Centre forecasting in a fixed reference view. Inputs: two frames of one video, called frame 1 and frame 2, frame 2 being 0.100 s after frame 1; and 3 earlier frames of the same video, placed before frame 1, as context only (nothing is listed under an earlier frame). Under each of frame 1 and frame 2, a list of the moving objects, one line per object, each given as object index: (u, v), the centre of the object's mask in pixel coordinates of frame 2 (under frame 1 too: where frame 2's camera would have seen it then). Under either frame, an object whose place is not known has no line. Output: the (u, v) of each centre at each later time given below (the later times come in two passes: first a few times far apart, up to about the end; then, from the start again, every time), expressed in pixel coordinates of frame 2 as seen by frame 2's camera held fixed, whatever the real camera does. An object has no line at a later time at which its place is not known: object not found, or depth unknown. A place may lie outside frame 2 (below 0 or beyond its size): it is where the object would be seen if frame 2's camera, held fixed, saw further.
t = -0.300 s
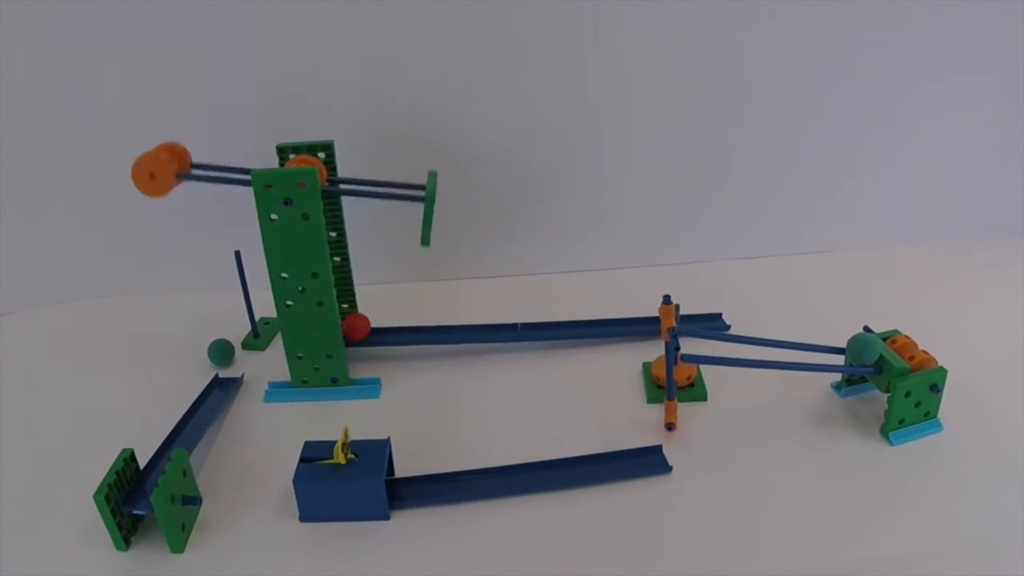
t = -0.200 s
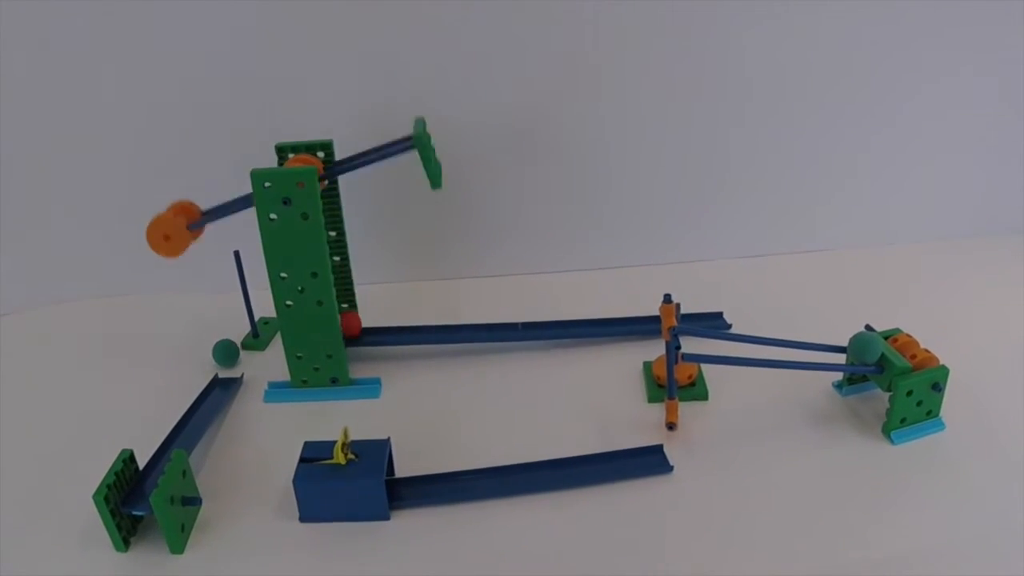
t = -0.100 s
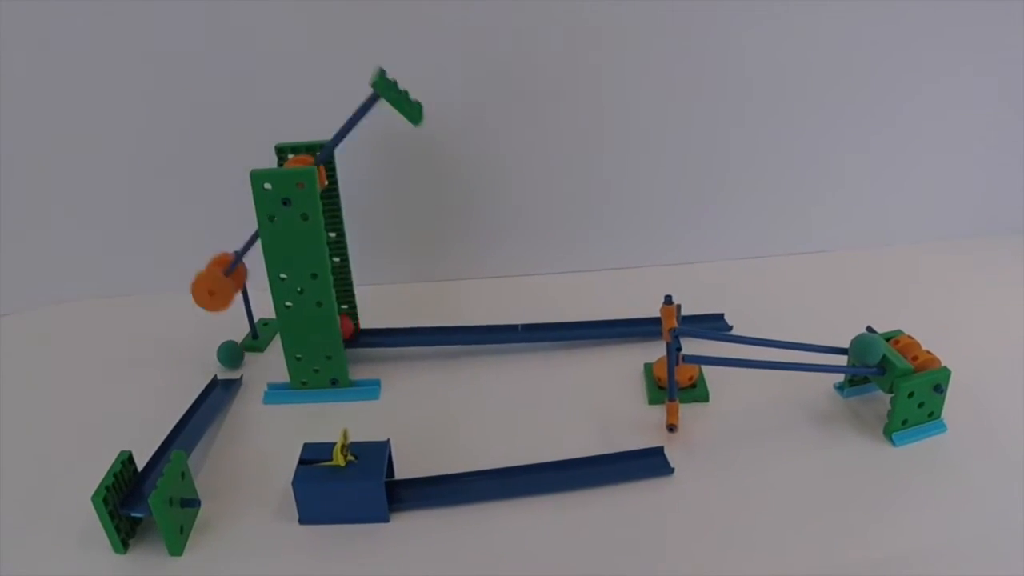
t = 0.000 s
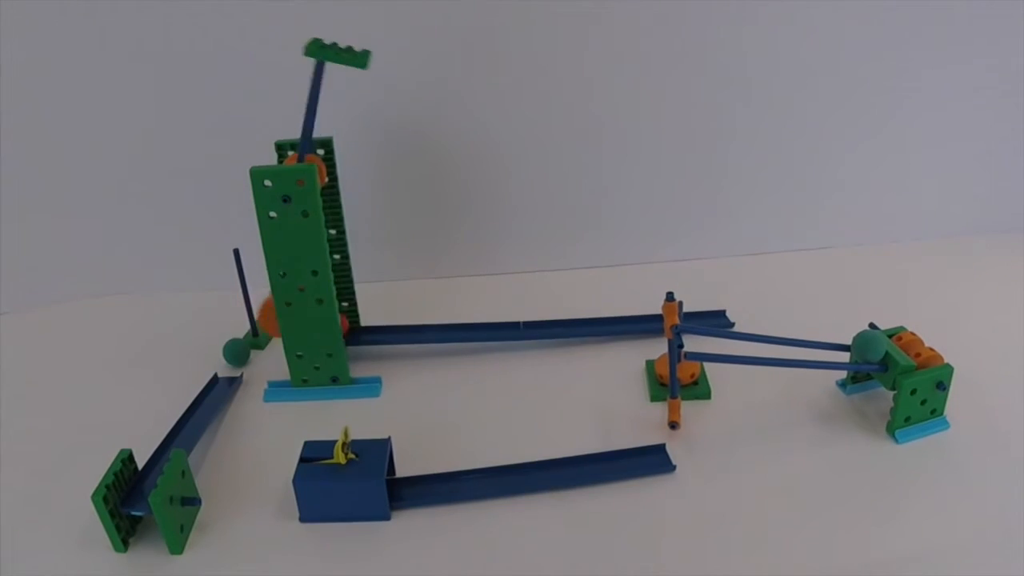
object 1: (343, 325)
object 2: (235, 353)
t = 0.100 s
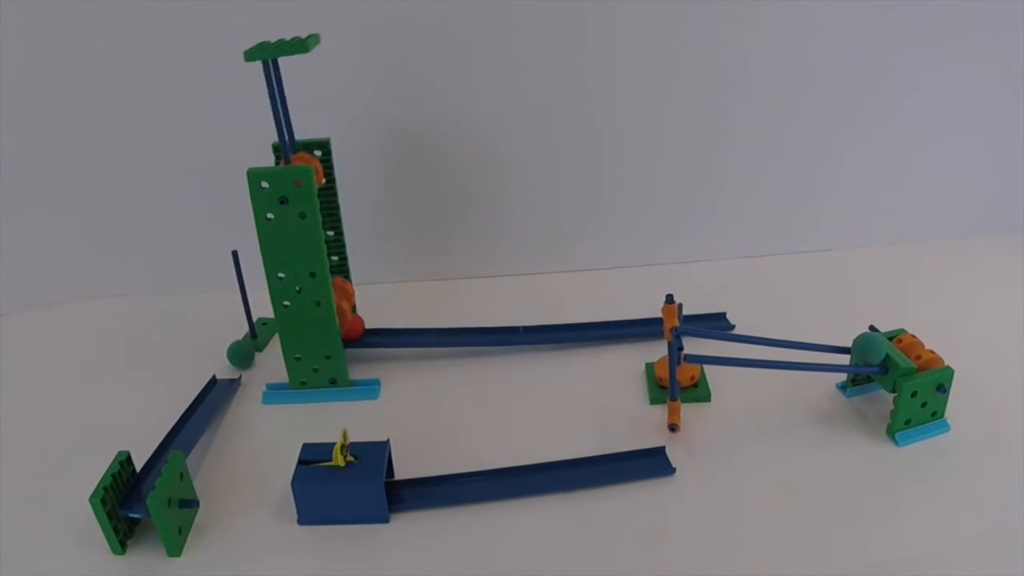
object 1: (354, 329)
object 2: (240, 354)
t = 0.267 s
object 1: (377, 328)
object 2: (251, 354)
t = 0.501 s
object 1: (411, 325)
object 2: (267, 353)
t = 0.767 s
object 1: (473, 325)
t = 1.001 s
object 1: (537, 321)
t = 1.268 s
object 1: (621, 317)
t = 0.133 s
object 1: (359, 329)
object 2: (243, 353)
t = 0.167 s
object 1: (363, 330)
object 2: (244, 354)
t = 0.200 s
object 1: (368, 330)
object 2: (246, 354)
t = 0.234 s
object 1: (373, 329)
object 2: (249, 354)
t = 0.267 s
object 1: (377, 328)
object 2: (251, 354)
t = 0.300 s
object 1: (381, 328)
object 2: (253, 355)
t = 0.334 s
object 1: (386, 327)
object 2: (255, 354)
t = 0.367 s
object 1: (390, 326)
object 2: (258, 353)
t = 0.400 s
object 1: (395, 325)
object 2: (260, 353)
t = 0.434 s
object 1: (400, 325)
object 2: (263, 353)
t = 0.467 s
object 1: (406, 325)
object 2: (265, 353)
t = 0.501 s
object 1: (411, 325)
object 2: (267, 353)
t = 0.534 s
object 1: (418, 325)
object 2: (269, 354)
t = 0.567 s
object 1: (424, 325)
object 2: (270, 354)
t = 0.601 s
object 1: (432, 324)
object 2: (272, 353)
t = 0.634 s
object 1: (440, 323)
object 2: (273, 353)
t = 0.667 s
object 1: (448, 324)
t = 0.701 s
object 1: (456, 324)
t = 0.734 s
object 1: (465, 324)
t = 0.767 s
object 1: (473, 325)
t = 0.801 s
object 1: (481, 325)
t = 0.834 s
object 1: (490, 324)
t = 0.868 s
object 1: (498, 323)
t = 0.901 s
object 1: (507, 323)
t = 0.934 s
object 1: (516, 322)
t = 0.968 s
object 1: (527, 321)
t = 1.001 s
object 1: (537, 321)
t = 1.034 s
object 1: (548, 321)
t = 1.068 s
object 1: (558, 320)
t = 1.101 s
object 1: (569, 320)
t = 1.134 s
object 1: (579, 321)
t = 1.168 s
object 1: (589, 321)
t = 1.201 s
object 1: (599, 319)
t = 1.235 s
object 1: (610, 318)
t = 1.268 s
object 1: (621, 317)
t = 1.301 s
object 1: (633, 317)
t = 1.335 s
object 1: (645, 317)
